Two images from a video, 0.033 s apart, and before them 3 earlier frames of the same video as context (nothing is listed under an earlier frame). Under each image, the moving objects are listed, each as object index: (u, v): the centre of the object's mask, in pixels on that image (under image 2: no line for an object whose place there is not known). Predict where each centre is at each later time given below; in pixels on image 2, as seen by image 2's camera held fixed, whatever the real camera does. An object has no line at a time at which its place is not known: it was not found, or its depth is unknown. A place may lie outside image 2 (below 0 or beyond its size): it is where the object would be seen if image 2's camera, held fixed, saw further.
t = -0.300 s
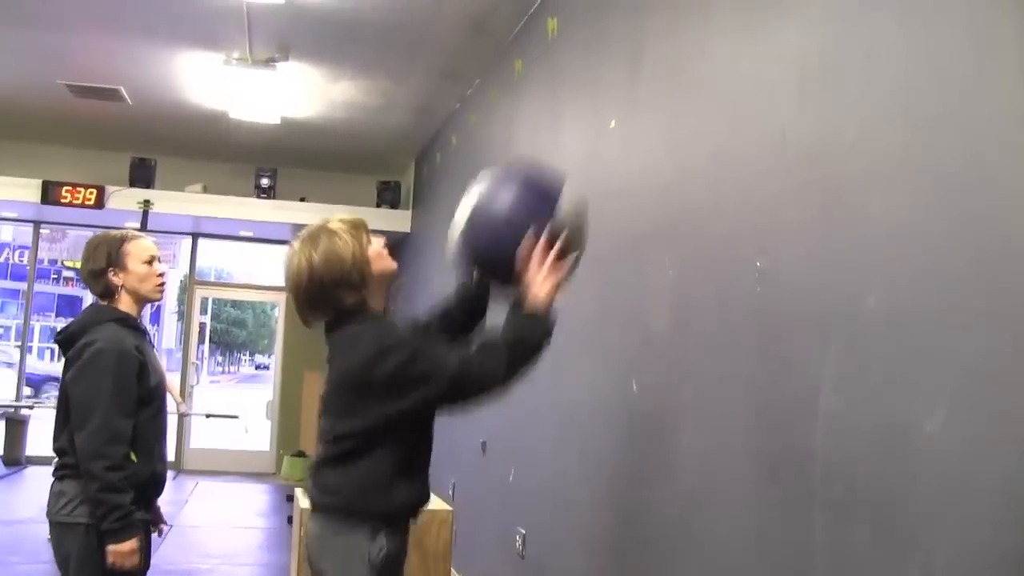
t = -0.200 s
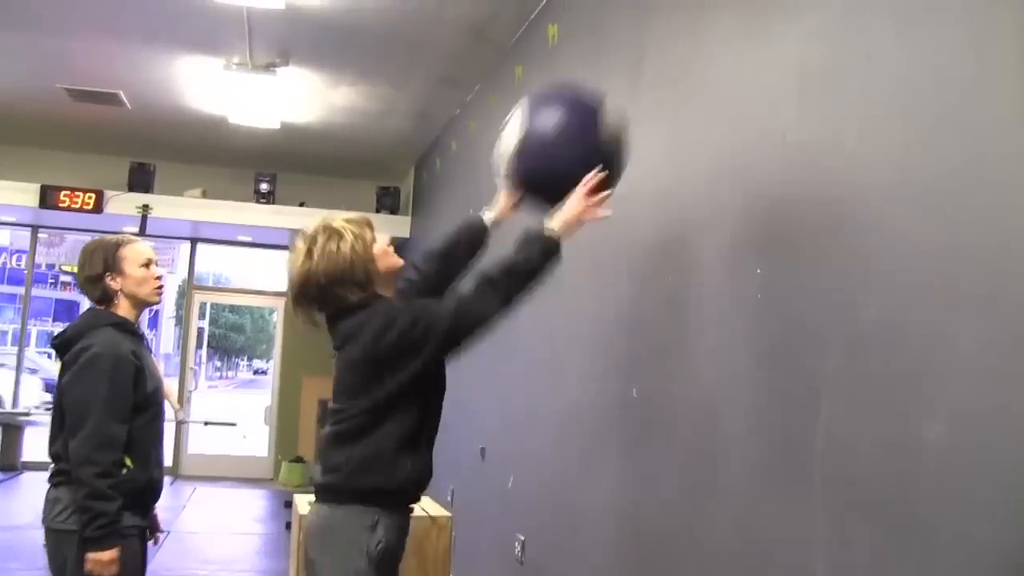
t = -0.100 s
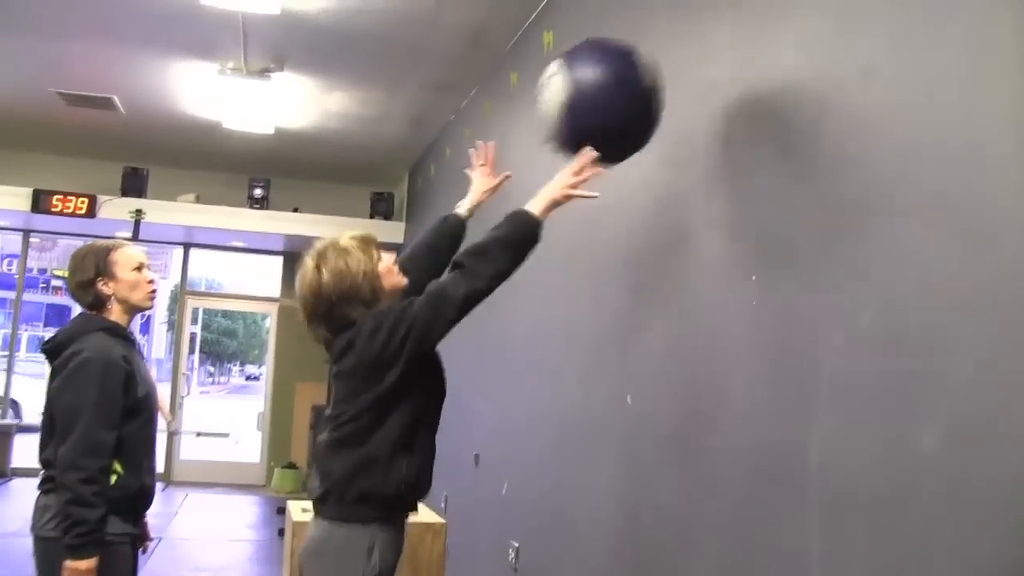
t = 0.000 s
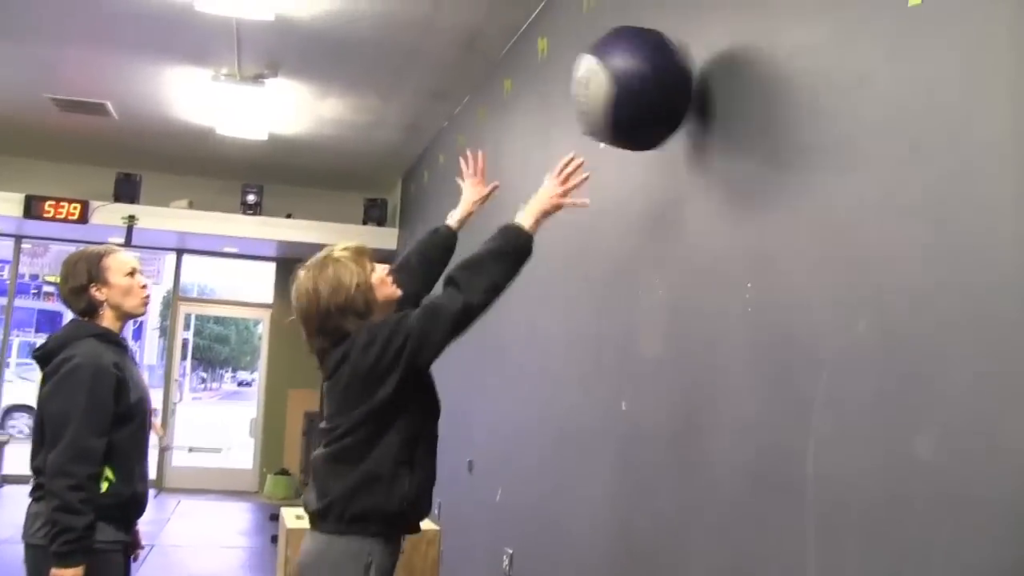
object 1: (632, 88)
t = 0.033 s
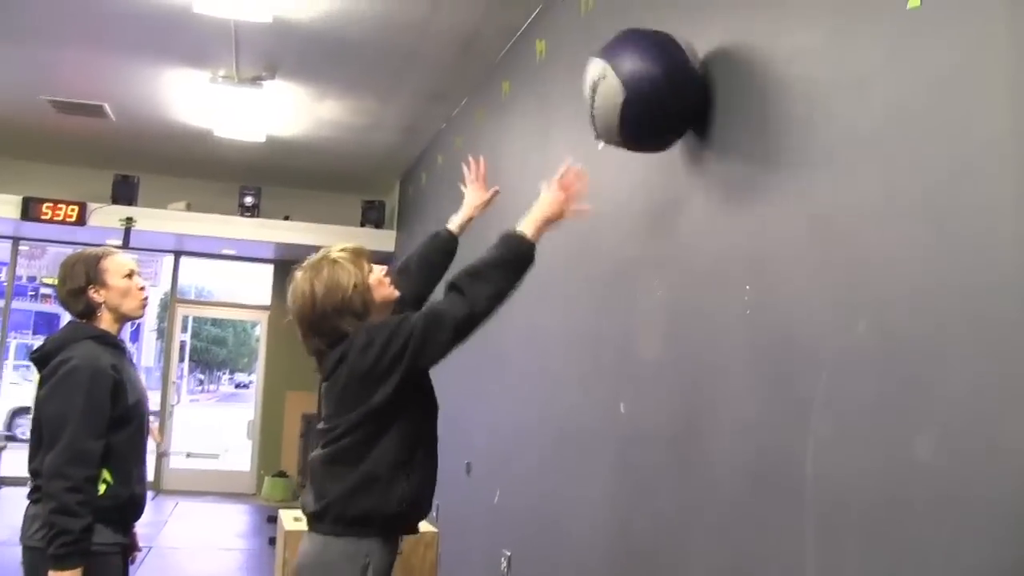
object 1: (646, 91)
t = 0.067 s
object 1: (646, 94)
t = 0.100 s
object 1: (638, 97)
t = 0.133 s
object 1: (628, 104)
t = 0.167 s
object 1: (619, 115)
